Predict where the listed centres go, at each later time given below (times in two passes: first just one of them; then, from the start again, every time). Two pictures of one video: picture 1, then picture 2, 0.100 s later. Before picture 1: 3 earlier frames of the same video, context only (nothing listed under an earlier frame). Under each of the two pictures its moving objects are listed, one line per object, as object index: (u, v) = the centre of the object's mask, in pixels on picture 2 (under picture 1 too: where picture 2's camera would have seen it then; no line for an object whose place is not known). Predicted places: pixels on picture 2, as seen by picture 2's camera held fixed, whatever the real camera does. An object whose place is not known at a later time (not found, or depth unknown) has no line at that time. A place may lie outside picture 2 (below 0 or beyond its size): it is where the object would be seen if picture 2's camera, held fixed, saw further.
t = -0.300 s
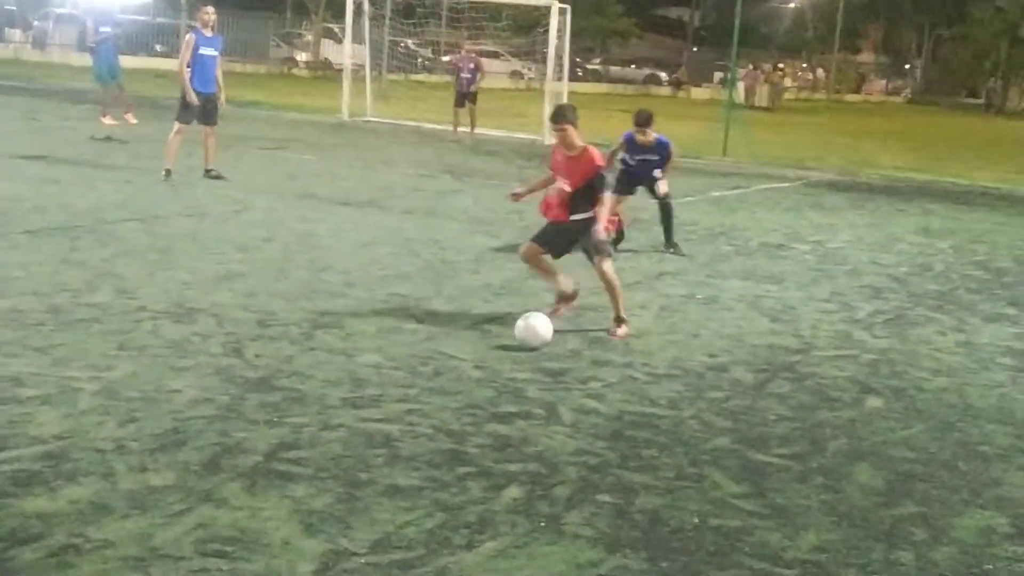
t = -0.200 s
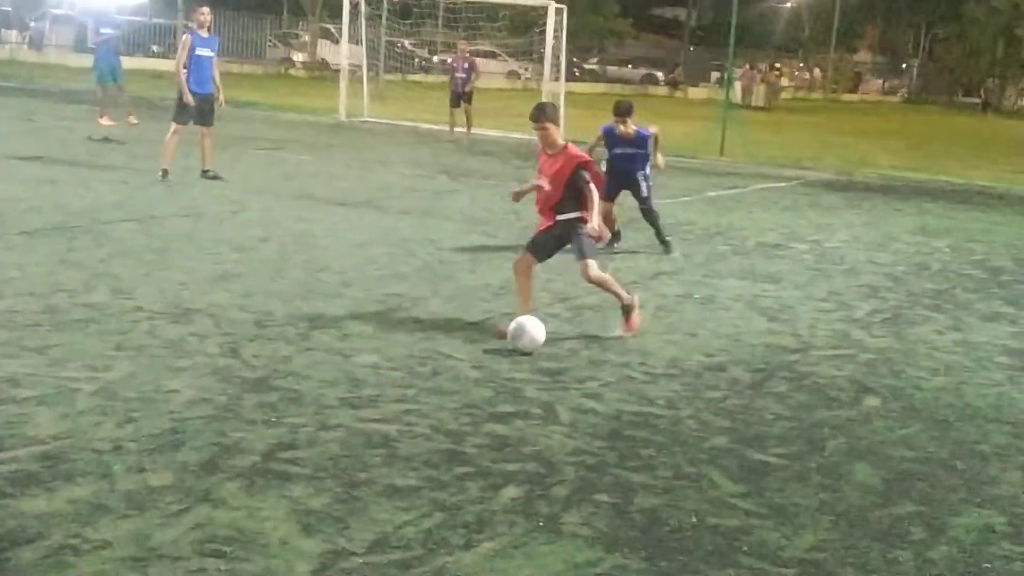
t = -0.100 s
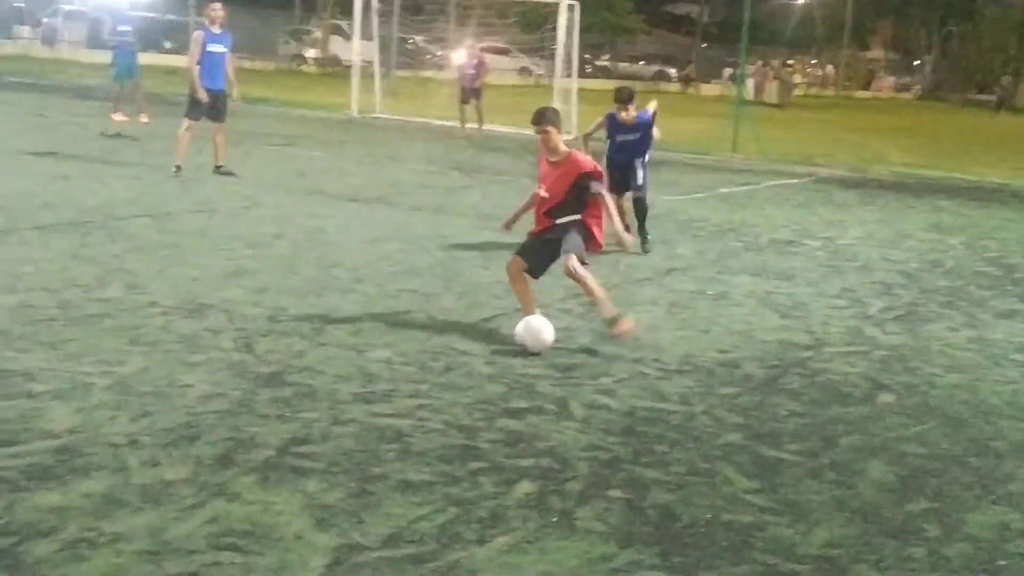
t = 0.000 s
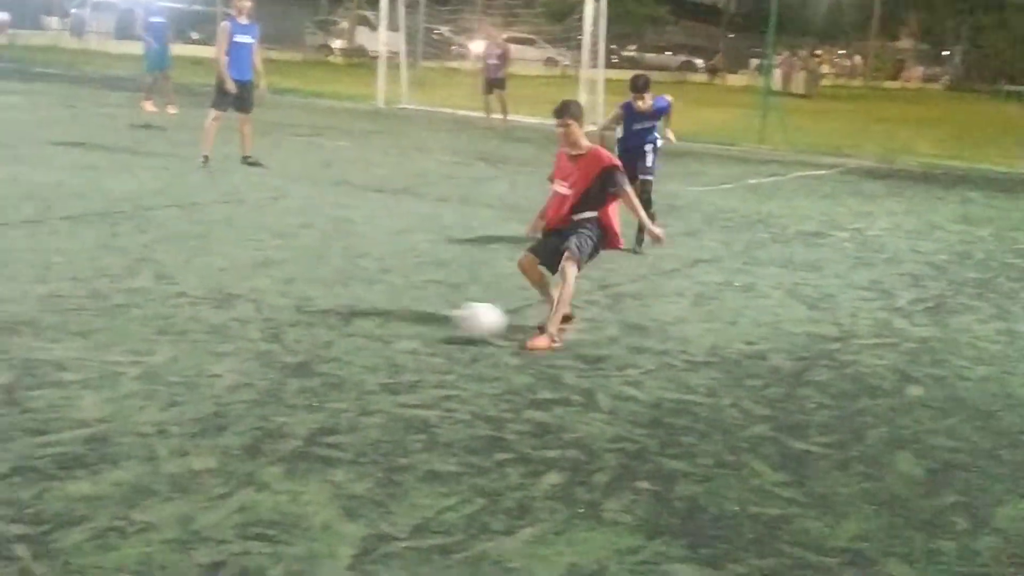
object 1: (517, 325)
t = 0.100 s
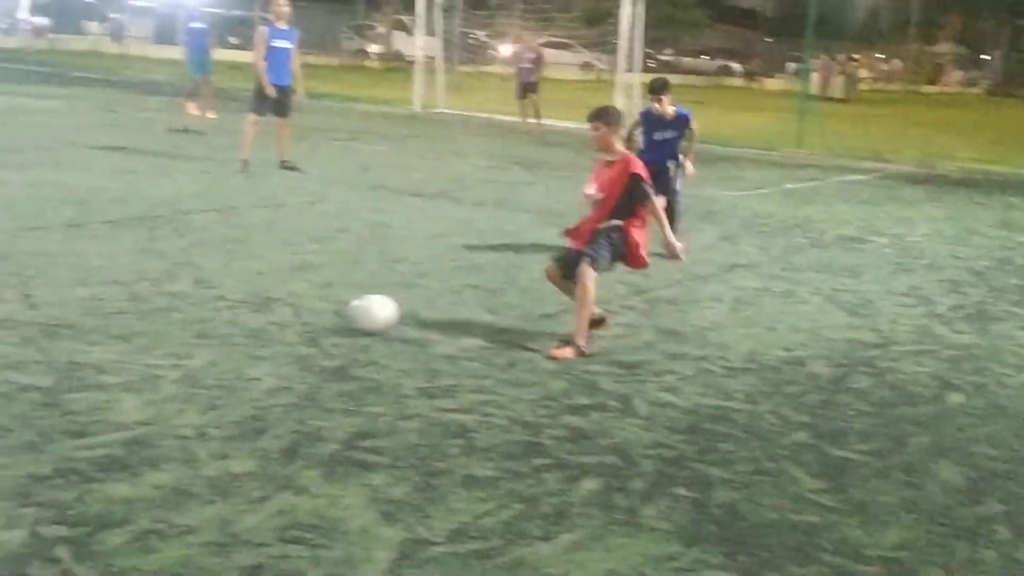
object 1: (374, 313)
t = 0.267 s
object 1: (154, 303)
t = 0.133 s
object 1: (327, 311)
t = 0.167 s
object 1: (282, 309)
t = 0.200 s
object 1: (239, 307)
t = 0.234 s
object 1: (197, 304)
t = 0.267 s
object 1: (154, 303)
